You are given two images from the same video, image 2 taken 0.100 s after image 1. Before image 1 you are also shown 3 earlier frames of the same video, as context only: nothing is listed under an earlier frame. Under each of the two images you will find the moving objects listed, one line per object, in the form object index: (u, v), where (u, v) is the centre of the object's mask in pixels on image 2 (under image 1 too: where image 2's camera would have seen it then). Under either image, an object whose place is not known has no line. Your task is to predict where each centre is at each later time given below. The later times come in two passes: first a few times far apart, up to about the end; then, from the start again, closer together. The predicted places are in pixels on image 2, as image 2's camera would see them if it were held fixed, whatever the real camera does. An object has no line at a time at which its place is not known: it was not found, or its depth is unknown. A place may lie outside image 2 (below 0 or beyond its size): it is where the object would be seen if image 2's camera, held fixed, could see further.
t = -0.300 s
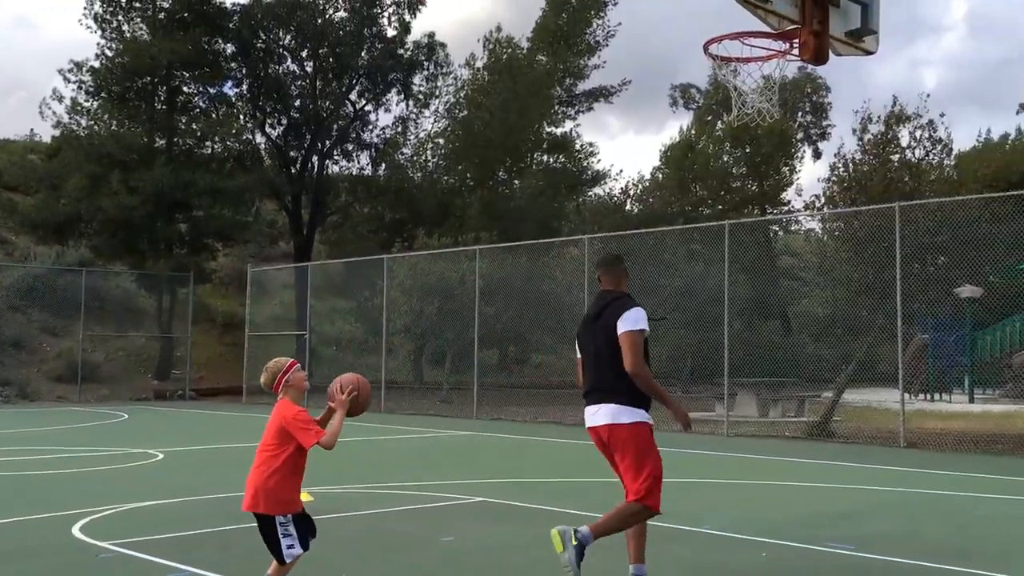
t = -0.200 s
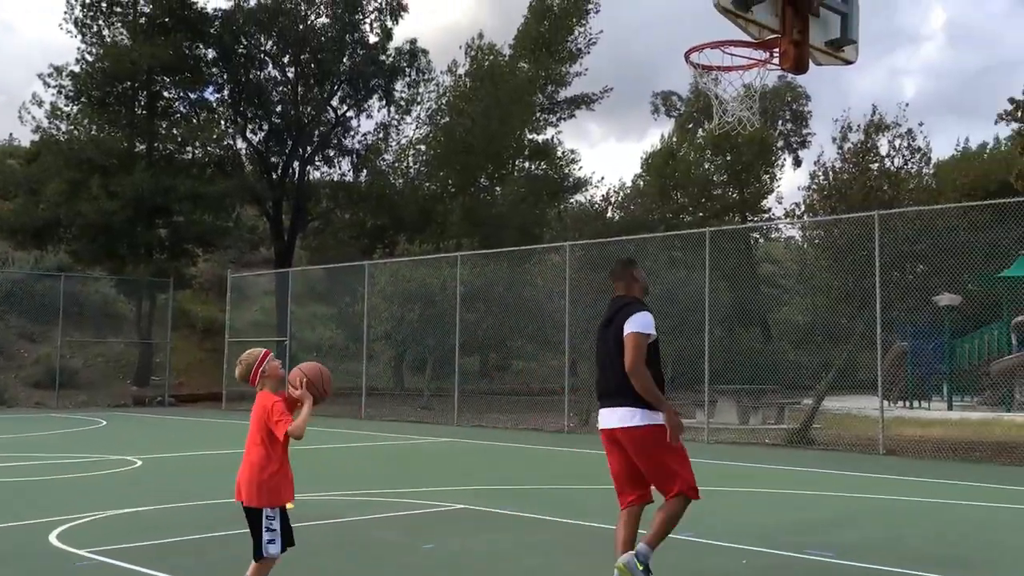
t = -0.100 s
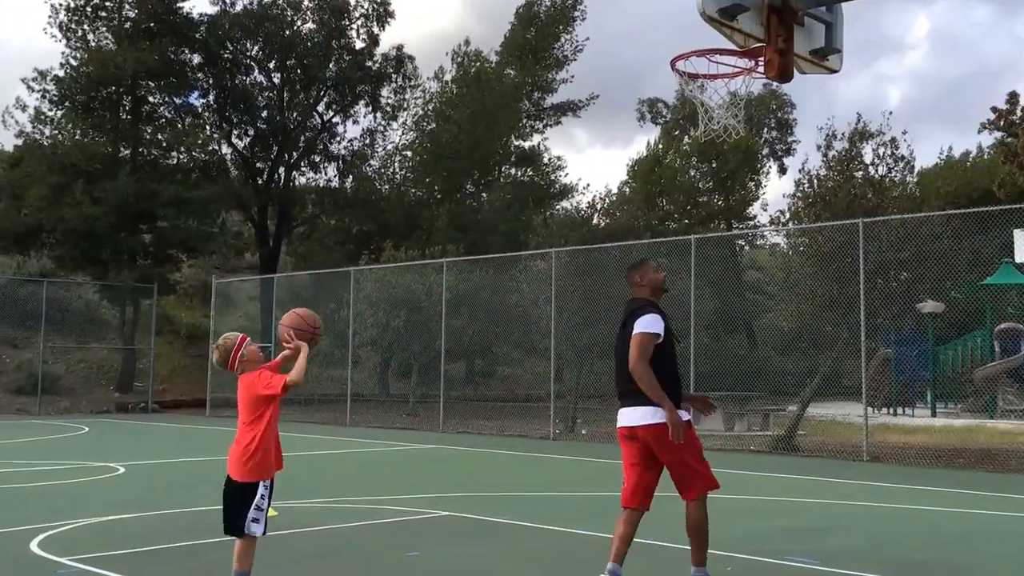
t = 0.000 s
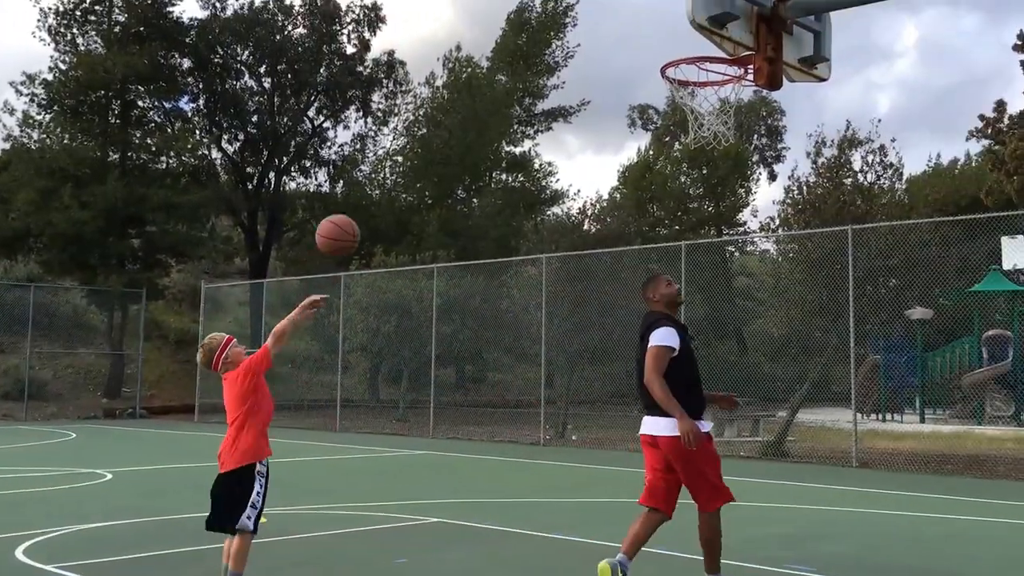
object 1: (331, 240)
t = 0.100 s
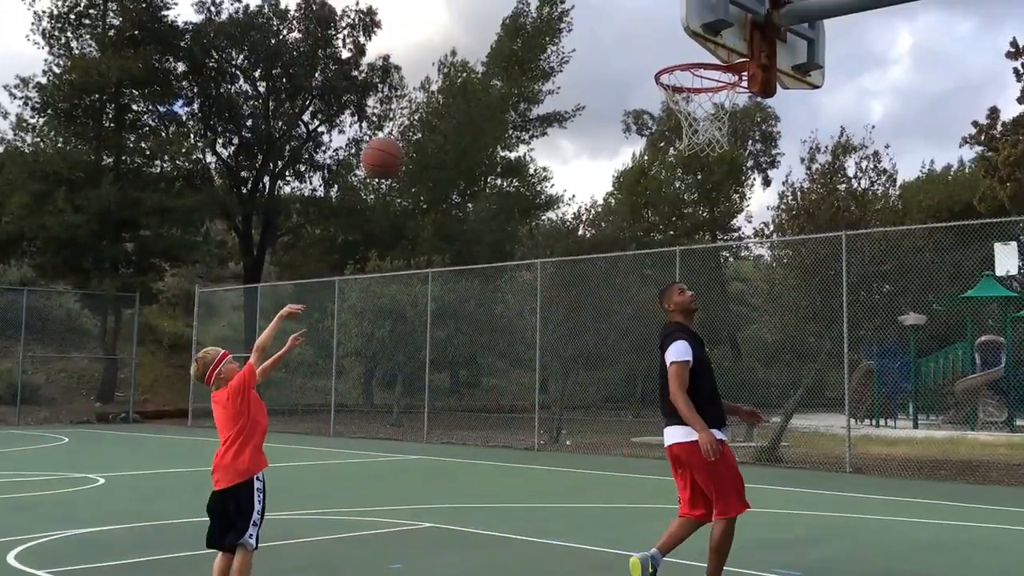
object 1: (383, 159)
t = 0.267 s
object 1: (462, 65)
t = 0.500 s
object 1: (567, 19)
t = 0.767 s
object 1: (682, 72)
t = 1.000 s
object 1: (686, 168)
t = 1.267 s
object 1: (643, 375)
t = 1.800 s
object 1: (550, 338)
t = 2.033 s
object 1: (506, 270)
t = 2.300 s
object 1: (451, 312)
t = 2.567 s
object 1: (392, 505)
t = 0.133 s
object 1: (400, 135)
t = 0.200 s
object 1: (431, 95)
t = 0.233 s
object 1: (446, 80)
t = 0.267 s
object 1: (462, 65)
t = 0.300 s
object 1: (476, 53)
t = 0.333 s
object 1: (492, 42)
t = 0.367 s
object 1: (507, 35)
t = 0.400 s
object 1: (523, 28)
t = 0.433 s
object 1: (537, 23)
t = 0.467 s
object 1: (553, 20)
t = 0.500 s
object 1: (567, 19)
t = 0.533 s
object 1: (582, 20)
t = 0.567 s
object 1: (597, 23)
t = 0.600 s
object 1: (612, 27)
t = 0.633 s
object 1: (627, 33)
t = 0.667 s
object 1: (641, 41)
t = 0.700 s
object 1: (655, 51)
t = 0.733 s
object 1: (668, 61)
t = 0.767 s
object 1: (682, 72)
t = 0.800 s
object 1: (696, 83)
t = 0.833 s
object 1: (711, 95)
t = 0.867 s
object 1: (710, 107)
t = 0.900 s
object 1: (707, 116)
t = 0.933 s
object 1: (699, 135)
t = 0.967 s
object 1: (693, 154)
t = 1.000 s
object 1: (686, 168)
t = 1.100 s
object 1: (669, 232)
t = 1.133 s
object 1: (664, 257)
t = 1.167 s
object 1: (658, 284)
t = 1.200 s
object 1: (653, 313)
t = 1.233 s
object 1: (647, 343)
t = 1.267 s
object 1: (643, 375)
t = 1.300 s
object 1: (637, 412)
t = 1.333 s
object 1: (633, 449)
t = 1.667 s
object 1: (574, 419)
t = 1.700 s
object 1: (568, 396)
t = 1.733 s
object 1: (561, 375)
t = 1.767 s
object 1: (556, 355)
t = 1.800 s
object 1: (550, 338)
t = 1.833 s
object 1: (544, 323)
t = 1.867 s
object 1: (538, 309)
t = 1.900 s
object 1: (531, 297)
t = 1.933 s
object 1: (526, 287)
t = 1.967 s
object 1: (519, 280)
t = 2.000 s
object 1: (513, 273)
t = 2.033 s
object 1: (506, 270)
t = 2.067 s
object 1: (500, 267)
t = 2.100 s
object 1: (493, 267)
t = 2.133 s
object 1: (486, 269)
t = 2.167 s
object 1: (479, 273)
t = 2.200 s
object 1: (472, 279)
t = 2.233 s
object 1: (466, 288)
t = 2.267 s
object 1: (459, 299)
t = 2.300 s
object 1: (451, 312)
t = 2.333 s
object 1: (445, 327)
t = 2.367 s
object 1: (437, 344)
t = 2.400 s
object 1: (430, 365)
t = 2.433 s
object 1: (423, 387)
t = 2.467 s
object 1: (415, 412)
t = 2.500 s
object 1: (407, 441)
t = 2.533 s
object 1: (400, 472)
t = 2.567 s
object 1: (392, 505)
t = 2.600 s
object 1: (384, 542)
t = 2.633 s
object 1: (376, 581)
